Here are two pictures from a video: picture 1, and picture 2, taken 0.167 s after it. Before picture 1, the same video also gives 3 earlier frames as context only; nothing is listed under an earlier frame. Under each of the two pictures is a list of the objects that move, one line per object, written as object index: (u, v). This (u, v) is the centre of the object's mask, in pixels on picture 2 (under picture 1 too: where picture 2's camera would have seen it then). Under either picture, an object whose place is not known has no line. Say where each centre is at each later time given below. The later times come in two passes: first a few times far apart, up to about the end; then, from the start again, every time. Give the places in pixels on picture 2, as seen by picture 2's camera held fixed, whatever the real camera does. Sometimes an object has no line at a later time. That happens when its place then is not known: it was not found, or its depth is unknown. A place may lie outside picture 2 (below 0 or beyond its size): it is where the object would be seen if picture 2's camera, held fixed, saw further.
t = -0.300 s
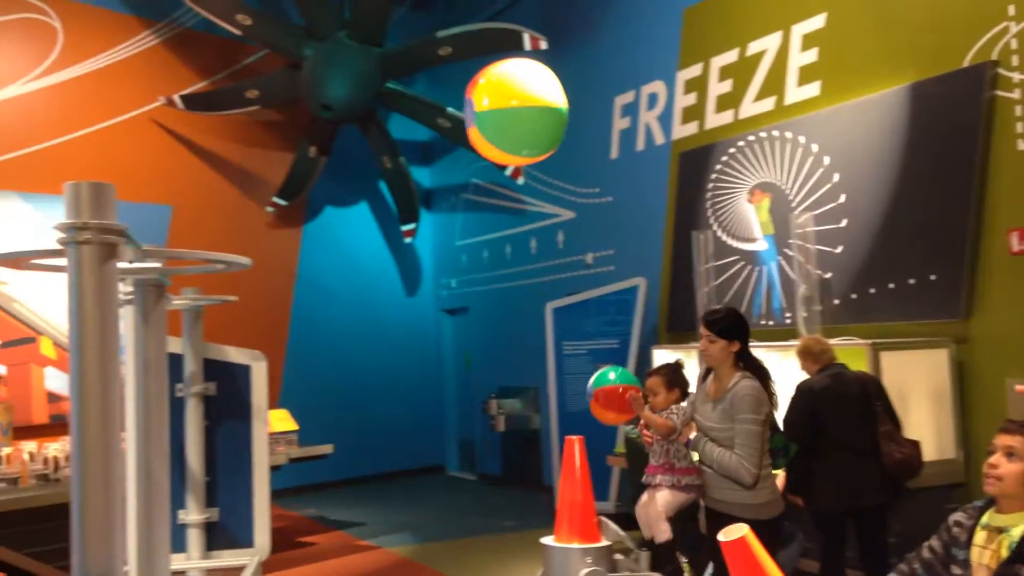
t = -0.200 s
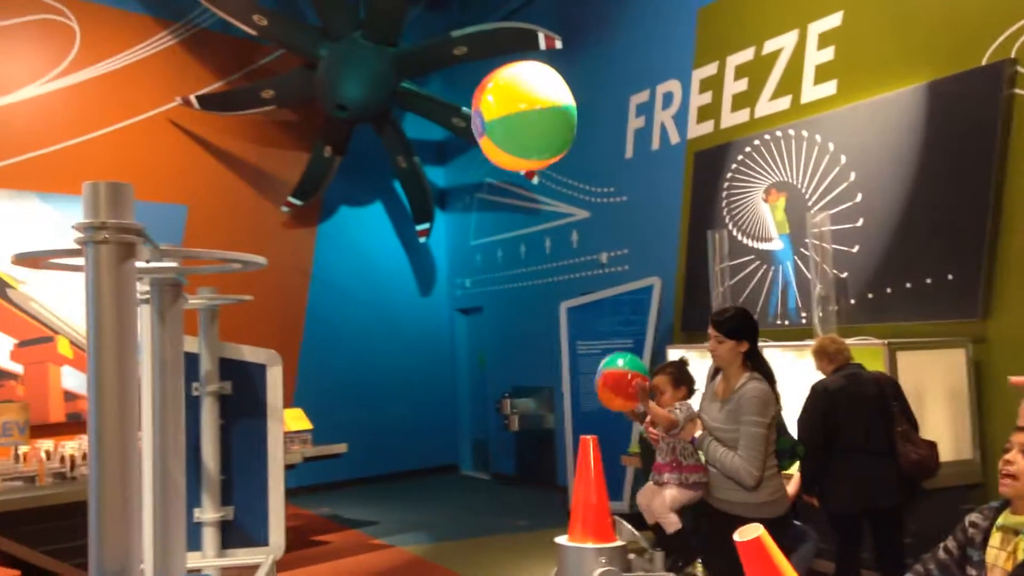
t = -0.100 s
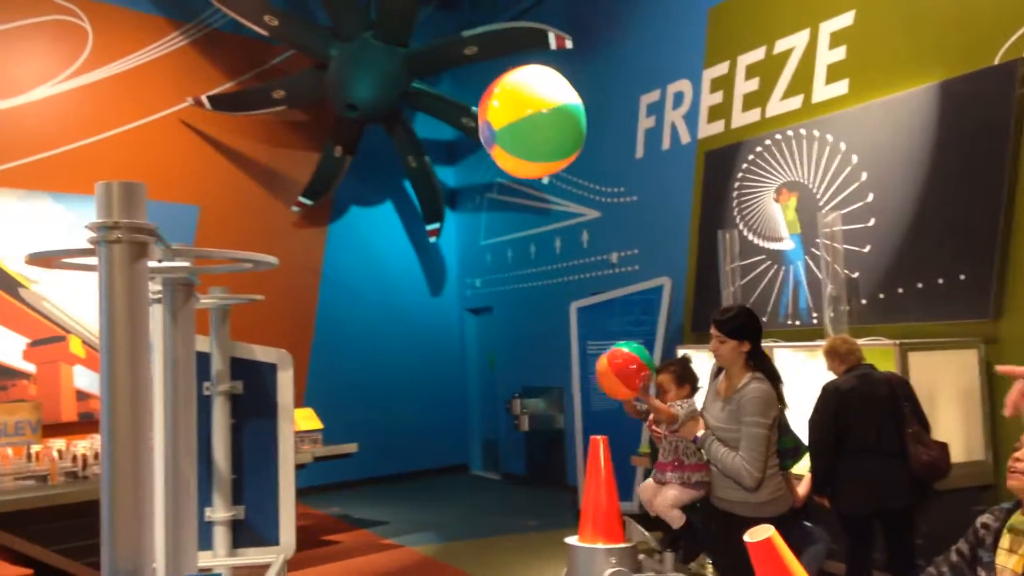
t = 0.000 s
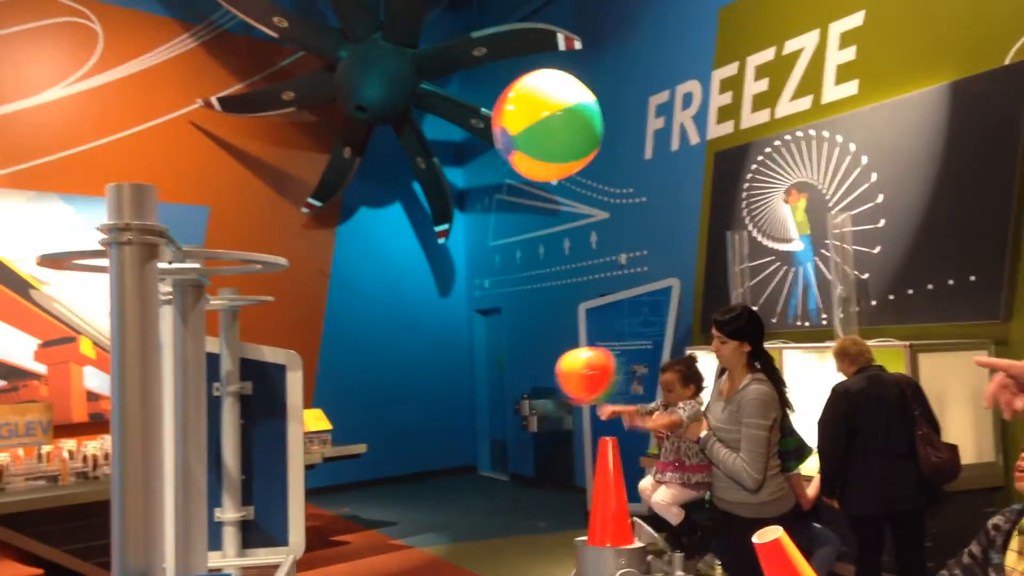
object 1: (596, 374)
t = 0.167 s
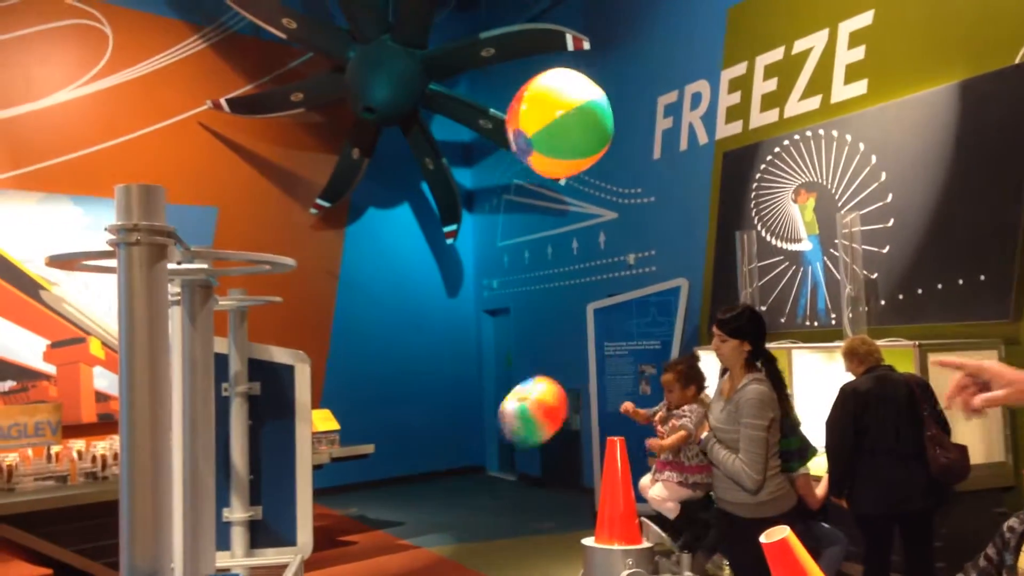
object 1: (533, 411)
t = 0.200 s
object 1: (522, 425)
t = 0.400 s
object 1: (455, 549)
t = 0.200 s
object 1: (522, 425)
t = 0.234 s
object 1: (510, 441)
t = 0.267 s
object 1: (498, 460)
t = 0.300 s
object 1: (487, 481)
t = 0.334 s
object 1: (475, 505)
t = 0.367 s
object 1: (464, 531)
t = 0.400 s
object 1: (455, 549)
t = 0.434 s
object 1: (447, 566)
